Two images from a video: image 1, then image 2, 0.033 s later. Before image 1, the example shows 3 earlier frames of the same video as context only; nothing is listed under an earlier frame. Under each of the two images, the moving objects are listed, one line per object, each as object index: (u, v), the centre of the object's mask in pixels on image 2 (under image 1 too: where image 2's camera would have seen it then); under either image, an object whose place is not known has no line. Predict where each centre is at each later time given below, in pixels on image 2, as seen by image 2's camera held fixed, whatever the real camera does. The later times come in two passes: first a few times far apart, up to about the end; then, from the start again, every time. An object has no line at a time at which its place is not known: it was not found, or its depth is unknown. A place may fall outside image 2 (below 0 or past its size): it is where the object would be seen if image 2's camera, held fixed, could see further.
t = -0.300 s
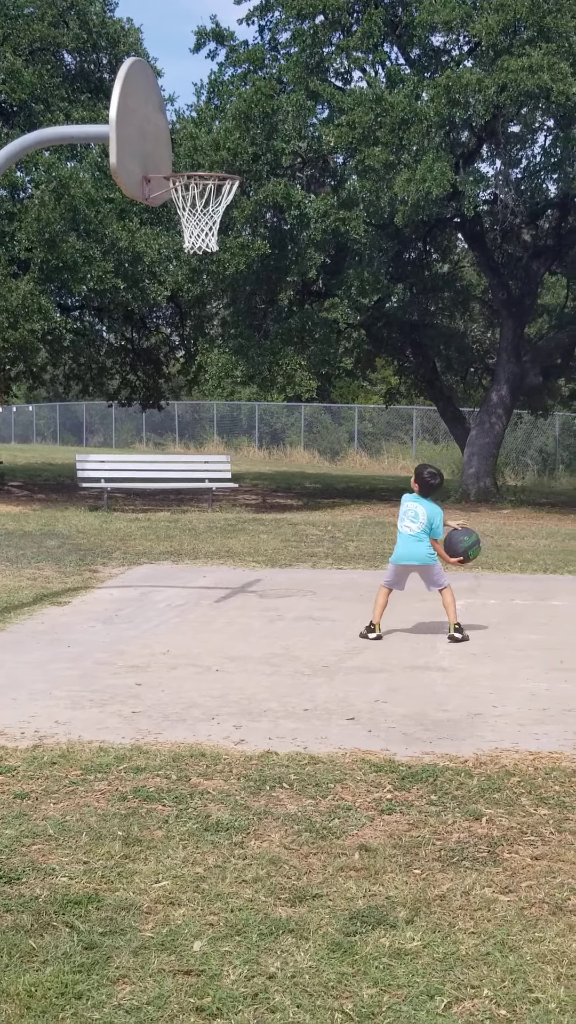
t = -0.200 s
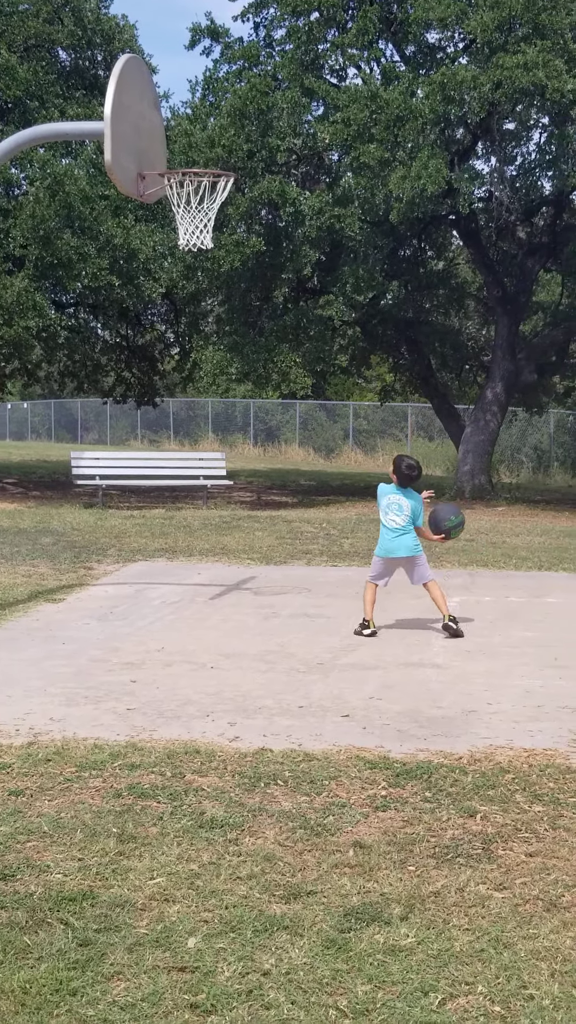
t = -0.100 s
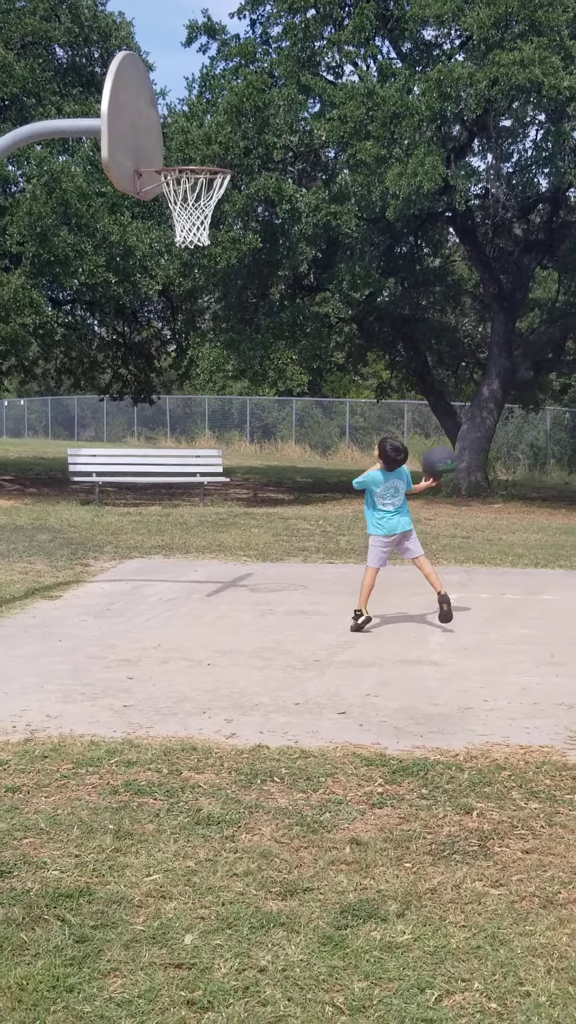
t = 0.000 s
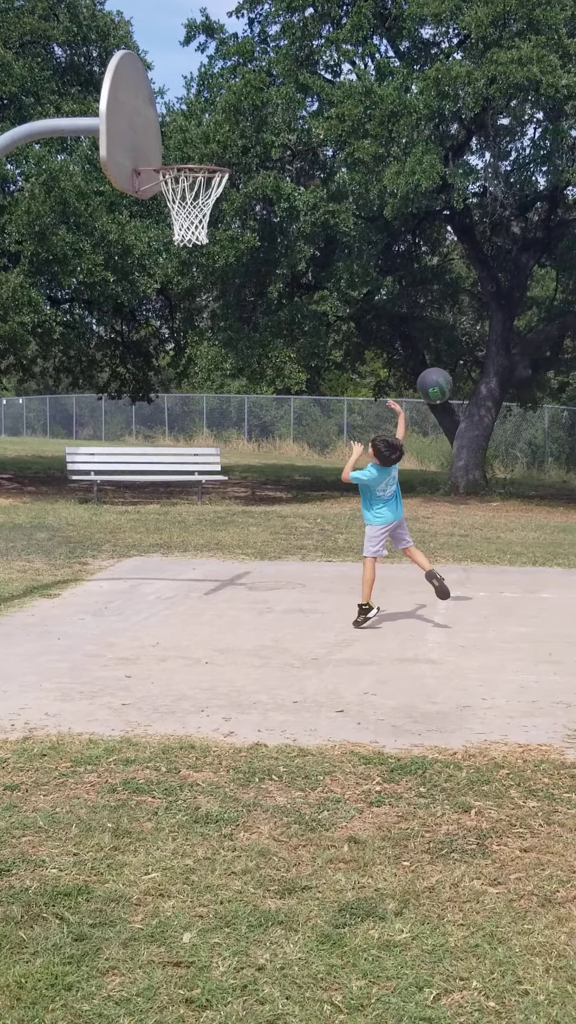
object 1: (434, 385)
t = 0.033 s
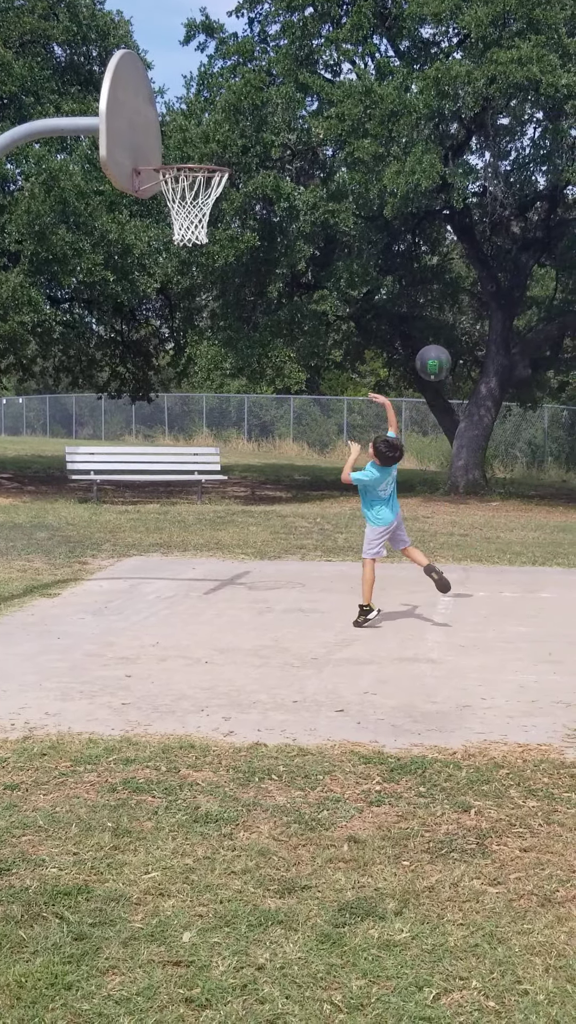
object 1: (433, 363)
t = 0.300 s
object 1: (424, 246)
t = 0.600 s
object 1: (414, 239)
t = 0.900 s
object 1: (401, 346)
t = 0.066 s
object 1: (432, 343)
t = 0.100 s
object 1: (431, 323)
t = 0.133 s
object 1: (430, 306)
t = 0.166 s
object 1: (429, 291)
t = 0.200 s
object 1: (428, 277)
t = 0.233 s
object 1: (426, 265)
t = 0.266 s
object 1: (425, 255)
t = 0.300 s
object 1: (424, 246)
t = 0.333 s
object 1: (423, 239)
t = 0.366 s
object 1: (422, 233)
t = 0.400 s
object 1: (421, 230)
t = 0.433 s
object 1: (420, 227)
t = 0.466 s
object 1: (419, 227)
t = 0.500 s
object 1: (418, 227)
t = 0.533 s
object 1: (416, 229)
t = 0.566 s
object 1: (415, 233)
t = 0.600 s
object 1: (414, 239)
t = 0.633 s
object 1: (412, 245)
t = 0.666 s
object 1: (411, 253)
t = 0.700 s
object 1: (410, 262)
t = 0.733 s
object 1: (408, 273)
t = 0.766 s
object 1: (407, 285)
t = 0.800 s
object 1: (406, 299)
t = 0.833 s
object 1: (404, 313)
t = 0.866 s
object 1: (403, 329)
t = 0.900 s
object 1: (401, 346)
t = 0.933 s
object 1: (400, 364)
